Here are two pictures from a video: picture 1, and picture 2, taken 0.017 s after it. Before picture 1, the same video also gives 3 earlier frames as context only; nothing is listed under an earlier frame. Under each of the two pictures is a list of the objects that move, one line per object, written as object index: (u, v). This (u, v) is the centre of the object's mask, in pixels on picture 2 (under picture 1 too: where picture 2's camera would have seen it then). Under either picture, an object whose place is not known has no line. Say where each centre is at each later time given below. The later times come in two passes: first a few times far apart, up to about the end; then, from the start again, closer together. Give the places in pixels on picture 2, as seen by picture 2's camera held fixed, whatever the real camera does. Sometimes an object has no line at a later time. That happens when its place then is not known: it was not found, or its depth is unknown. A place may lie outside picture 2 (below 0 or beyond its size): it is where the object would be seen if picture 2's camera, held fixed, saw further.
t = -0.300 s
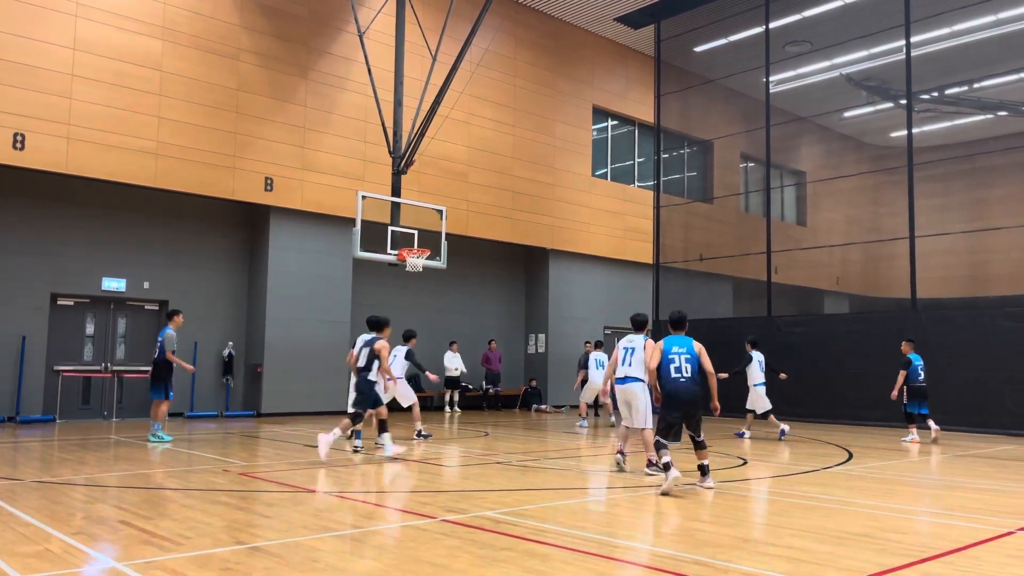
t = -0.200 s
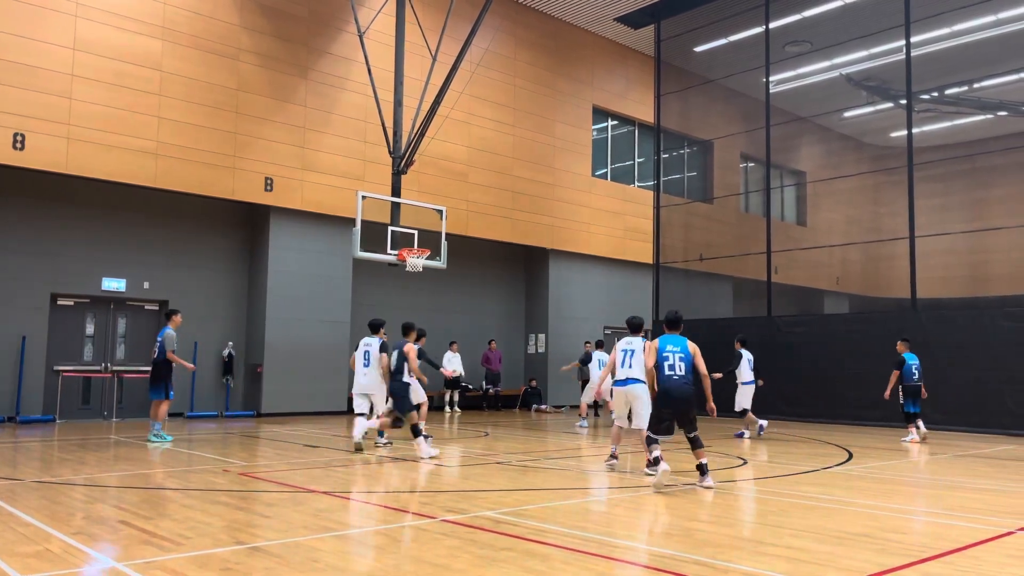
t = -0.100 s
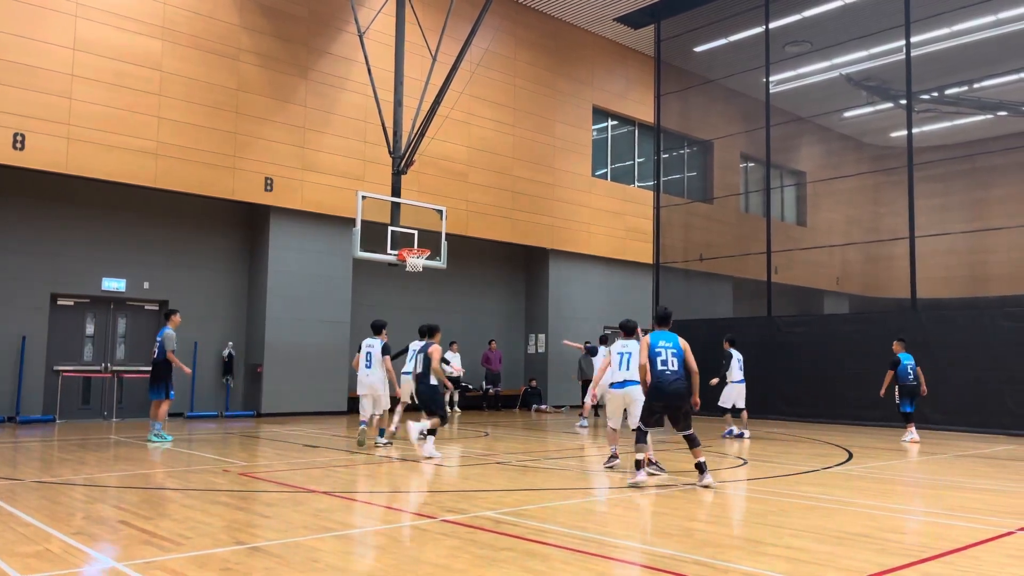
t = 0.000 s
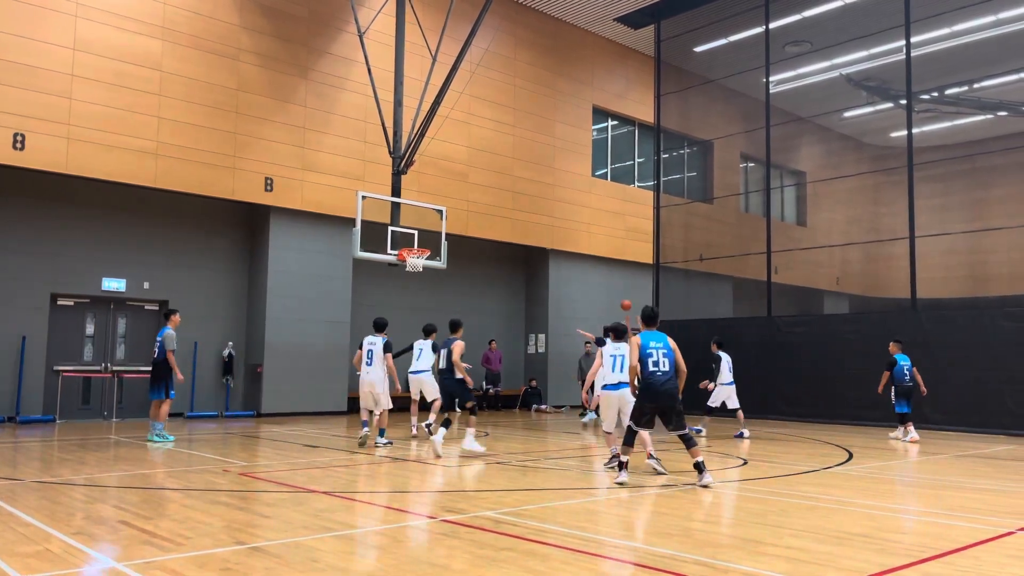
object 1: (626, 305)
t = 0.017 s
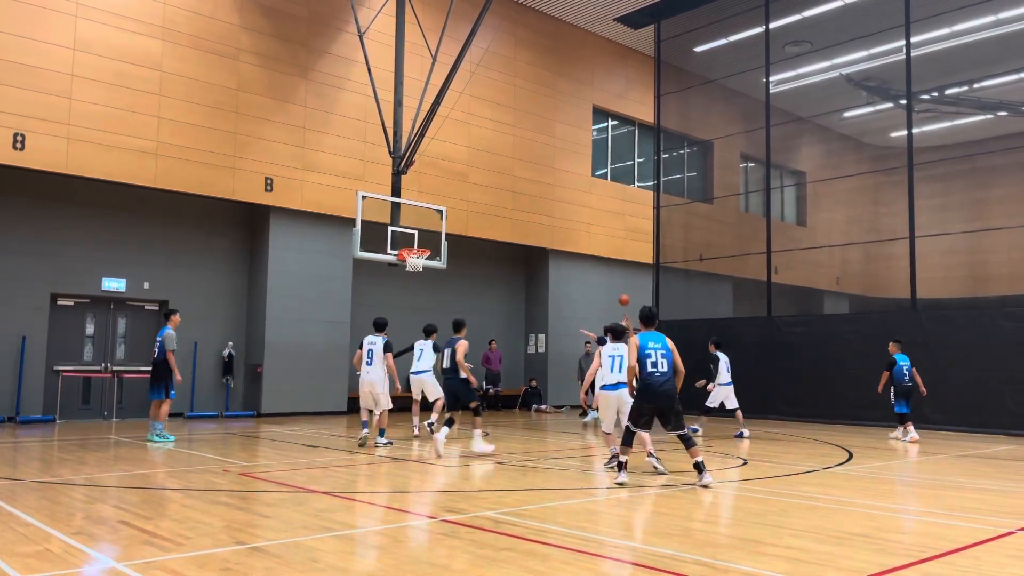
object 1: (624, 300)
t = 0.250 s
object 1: (589, 238)
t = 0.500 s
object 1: (550, 195)
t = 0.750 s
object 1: (508, 179)
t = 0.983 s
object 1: (464, 193)
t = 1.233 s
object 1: (412, 241)
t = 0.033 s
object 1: (621, 295)
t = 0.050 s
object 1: (619, 290)
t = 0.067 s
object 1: (617, 285)
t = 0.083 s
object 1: (614, 280)
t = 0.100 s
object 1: (611, 275)
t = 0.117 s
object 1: (609, 270)
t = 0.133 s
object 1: (607, 266)
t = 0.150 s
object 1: (604, 262)
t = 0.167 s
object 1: (601, 257)
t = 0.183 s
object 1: (600, 253)
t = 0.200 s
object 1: (597, 250)
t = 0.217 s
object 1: (594, 245)
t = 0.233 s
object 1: (592, 242)
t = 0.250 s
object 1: (589, 238)
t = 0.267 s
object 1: (587, 235)
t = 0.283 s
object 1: (584, 231)
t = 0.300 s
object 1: (582, 227)
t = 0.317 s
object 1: (579, 224)
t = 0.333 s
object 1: (577, 221)
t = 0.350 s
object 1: (574, 218)
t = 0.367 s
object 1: (572, 215)
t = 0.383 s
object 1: (569, 212)
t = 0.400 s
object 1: (566, 209)
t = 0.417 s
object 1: (563, 206)
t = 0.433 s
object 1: (561, 204)
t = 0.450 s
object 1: (558, 202)
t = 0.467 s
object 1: (556, 199)
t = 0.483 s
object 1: (553, 197)
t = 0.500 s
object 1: (550, 195)
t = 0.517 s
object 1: (547, 193)
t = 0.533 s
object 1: (545, 191)
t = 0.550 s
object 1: (542, 190)
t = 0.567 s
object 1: (539, 188)
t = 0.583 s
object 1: (536, 187)
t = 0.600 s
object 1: (534, 185)
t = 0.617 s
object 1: (531, 184)
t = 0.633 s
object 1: (528, 183)
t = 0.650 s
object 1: (525, 182)
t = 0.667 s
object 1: (522, 181)
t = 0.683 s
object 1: (519, 181)
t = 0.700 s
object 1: (516, 180)
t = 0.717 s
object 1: (514, 179)
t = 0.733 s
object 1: (510, 179)
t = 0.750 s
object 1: (508, 179)
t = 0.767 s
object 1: (505, 179)
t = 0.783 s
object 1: (502, 180)
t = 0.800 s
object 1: (499, 180)
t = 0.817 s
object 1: (496, 180)
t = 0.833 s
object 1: (493, 181)
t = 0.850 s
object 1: (490, 181)
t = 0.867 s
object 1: (487, 183)
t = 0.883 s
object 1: (483, 183)
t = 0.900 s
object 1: (480, 185)
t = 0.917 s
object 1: (477, 186)
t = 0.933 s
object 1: (474, 188)
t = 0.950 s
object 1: (471, 189)
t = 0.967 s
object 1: (467, 191)
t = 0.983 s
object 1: (464, 193)
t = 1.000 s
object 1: (461, 195)
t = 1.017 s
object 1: (458, 197)
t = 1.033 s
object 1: (454, 200)
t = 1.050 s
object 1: (451, 203)
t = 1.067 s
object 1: (447, 205)
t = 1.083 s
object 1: (444, 209)
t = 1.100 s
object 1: (441, 211)
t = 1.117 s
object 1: (437, 215)
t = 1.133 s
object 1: (433, 218)
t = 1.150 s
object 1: (430, 221)
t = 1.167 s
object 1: (427, 225)
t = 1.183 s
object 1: (423, 229)
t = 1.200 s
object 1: (420, 233)
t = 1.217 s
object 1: (416, 237)
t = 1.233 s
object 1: (412, 241)
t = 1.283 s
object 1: (415, 246)
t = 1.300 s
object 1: (420, 247)
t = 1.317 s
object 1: (423, 247)
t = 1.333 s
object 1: (420, 247)
